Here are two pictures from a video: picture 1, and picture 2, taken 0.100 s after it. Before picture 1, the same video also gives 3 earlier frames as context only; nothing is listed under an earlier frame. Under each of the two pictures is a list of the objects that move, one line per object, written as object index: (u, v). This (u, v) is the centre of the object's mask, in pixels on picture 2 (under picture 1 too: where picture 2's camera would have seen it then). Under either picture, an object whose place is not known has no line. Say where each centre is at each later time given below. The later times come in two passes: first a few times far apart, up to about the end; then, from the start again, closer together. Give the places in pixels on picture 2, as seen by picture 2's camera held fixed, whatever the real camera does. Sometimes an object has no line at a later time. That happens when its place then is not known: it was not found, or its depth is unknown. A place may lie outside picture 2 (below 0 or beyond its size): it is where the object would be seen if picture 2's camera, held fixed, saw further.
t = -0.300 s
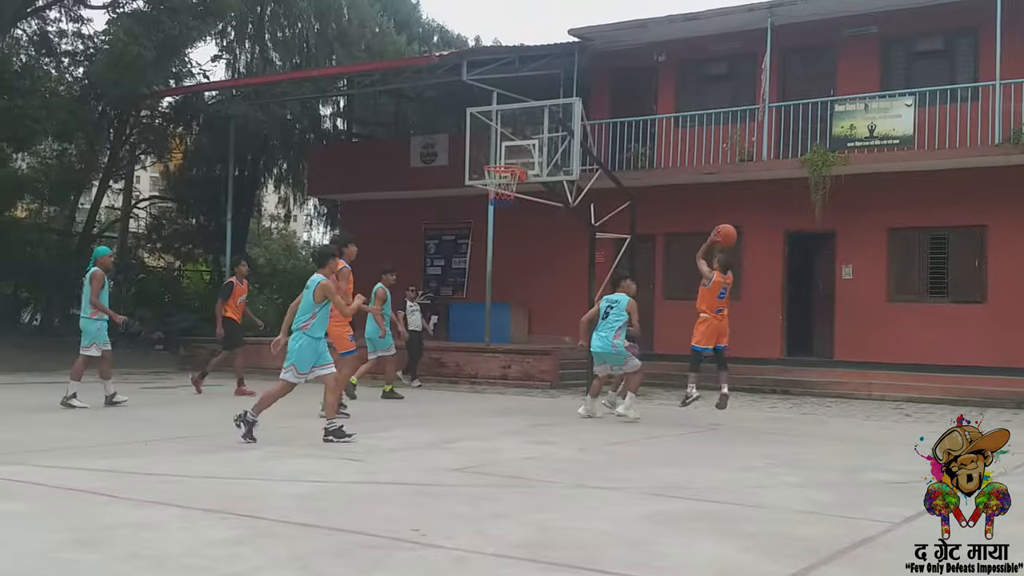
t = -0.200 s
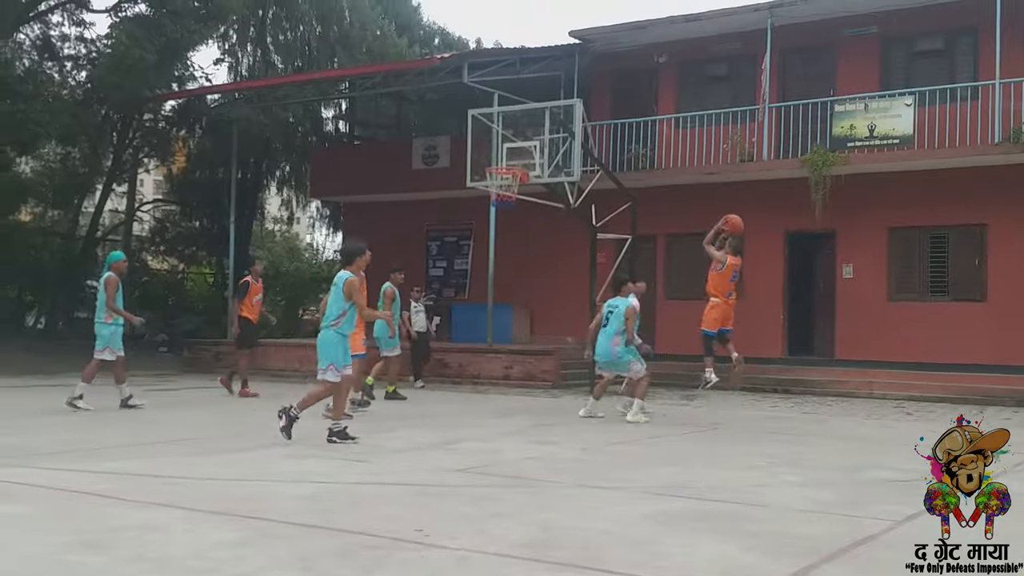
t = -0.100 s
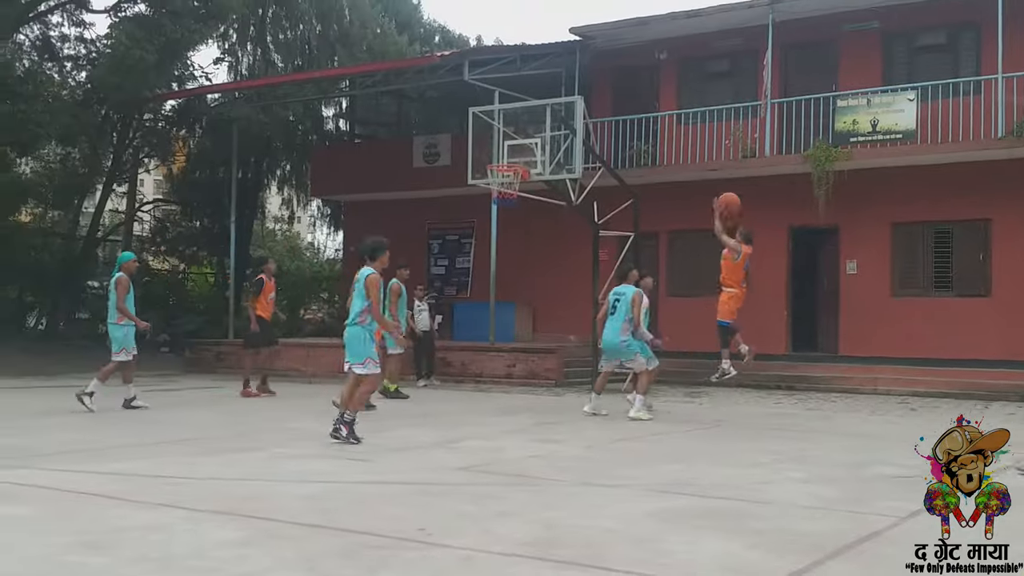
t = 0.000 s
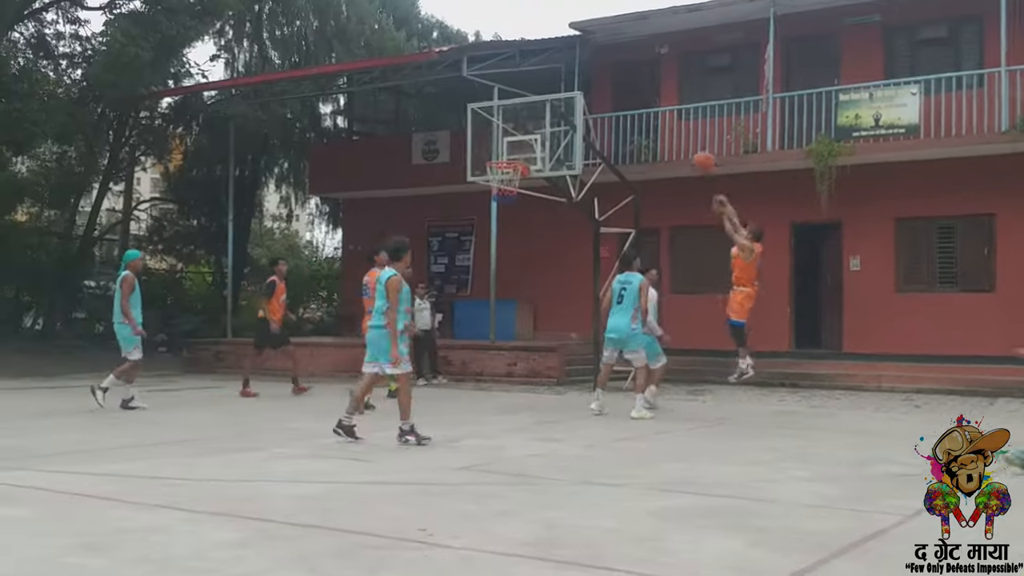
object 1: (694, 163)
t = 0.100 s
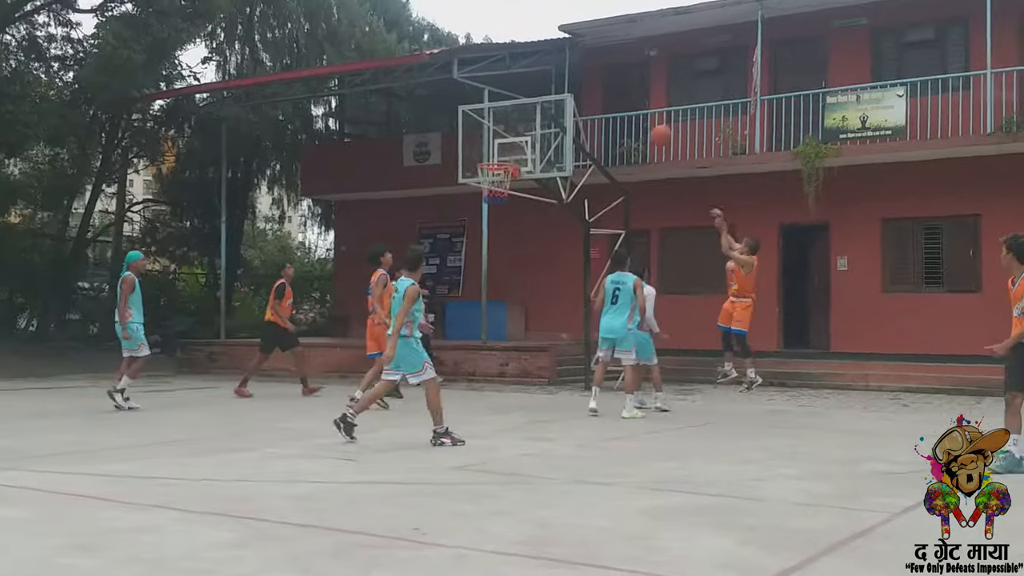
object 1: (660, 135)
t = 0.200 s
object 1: (630, 117)
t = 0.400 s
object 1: (575, 106)
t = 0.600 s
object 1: (524, 126)
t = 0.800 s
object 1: (491, 169)
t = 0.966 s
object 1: (514, 185)
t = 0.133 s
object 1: (650, 128)
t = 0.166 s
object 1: (640, 122)
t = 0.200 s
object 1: (630, 117)
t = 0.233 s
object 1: (621, 112)
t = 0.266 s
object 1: (611, 109)
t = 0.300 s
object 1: (602, 106)
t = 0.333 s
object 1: (593, 105)
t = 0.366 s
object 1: (584, 105)
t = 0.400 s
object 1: (575, 106)
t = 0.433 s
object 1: (566, 107)
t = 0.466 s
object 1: (557, 109)
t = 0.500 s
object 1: (549, 112)
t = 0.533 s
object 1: (541, 116)
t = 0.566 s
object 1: (532, 120)
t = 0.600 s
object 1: (524, 126)
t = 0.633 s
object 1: (516, 131)
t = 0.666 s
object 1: (509, 138)
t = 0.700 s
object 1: (501, 146)
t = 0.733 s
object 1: (493, 154)
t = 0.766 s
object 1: (484, 159)
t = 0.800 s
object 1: (491, 169)
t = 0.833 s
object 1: (499, 173)
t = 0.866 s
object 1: (501, 176)
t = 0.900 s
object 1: (509, 182)
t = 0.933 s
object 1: (512, 184)
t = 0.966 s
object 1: (514, 185)
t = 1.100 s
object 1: (521, 196)
